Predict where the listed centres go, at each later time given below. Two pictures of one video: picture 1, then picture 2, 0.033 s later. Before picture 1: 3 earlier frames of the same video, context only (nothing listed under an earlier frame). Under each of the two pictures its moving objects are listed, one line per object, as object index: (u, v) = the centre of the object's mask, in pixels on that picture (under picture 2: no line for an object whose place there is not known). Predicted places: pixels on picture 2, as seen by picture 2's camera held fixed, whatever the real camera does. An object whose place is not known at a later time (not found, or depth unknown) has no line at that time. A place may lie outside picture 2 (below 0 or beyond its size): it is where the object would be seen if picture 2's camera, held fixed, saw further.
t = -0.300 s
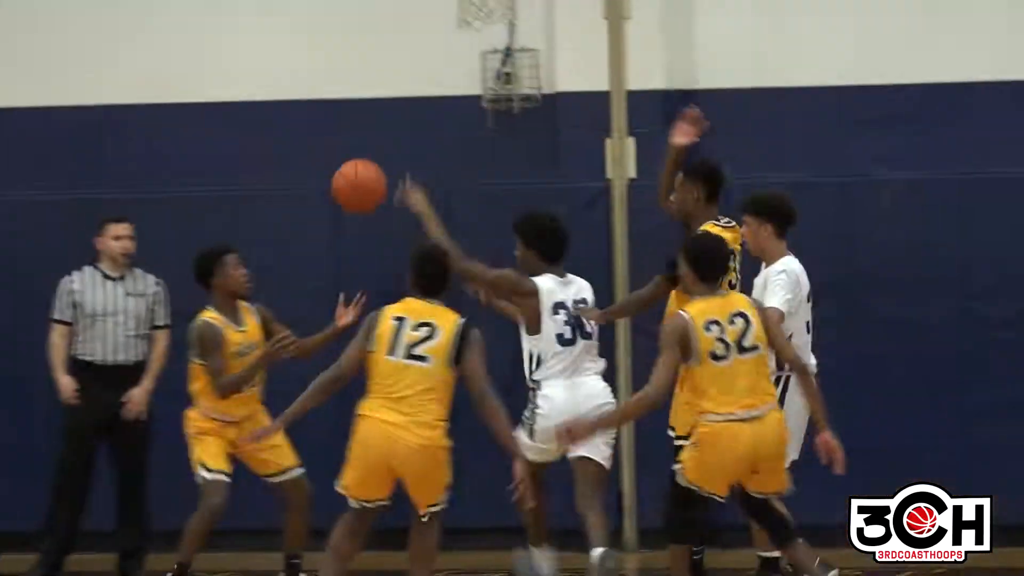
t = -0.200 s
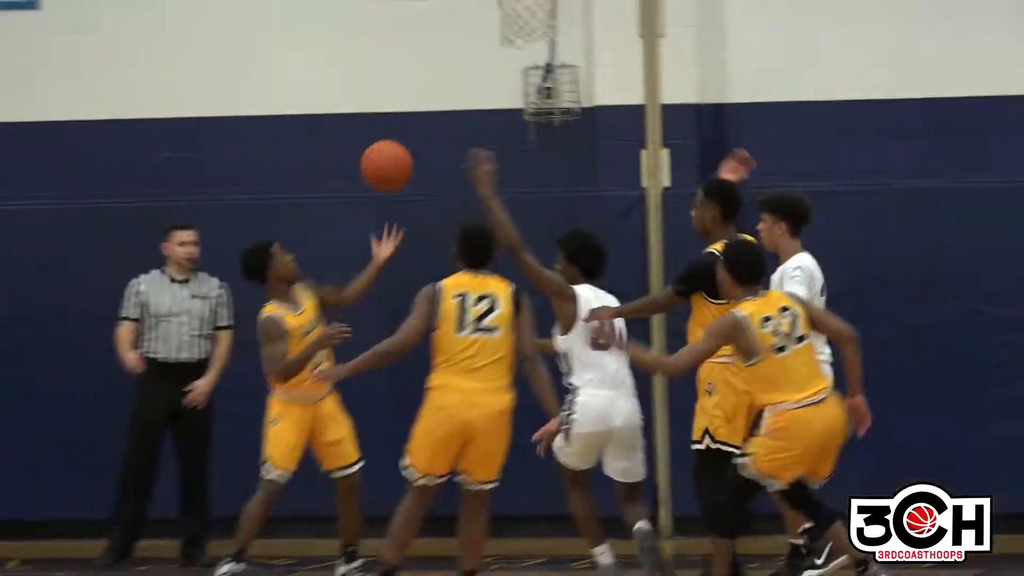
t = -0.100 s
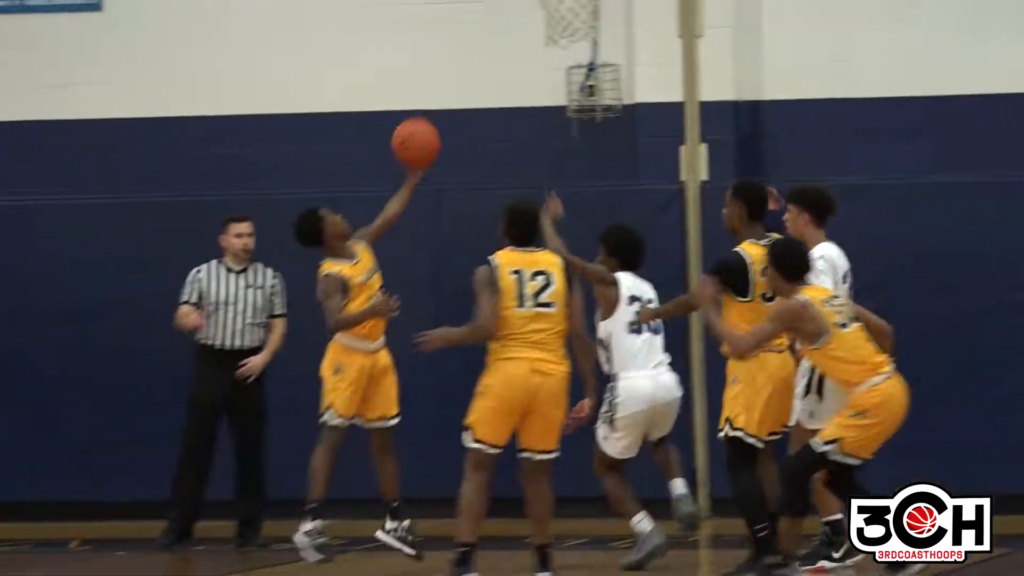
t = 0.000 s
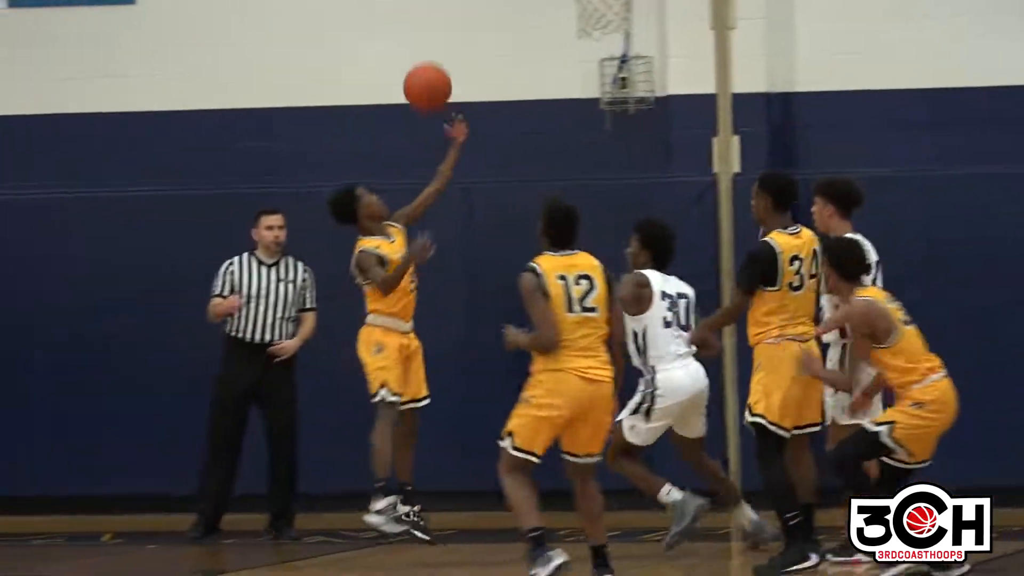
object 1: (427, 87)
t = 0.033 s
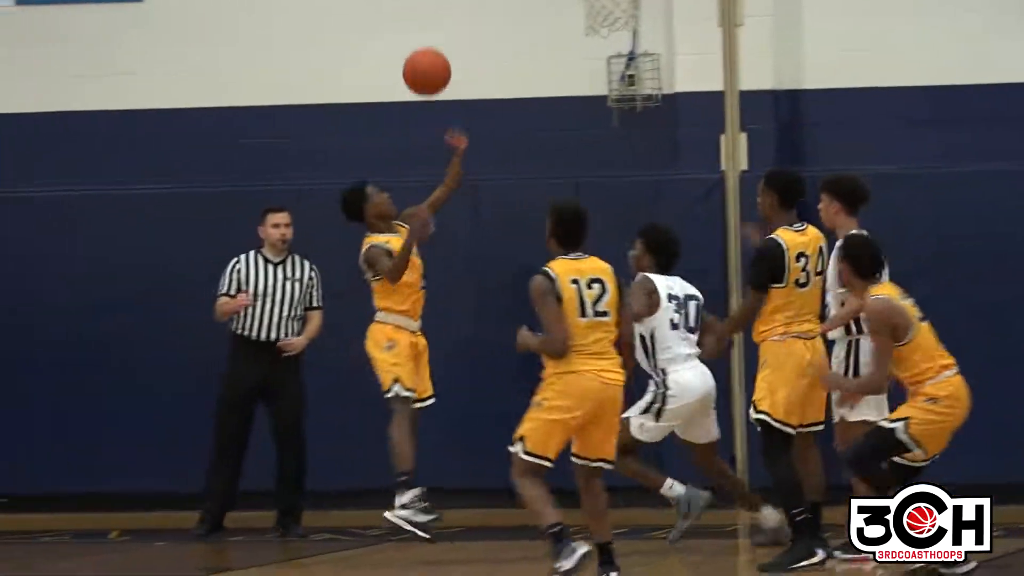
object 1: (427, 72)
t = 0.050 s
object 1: (423, 66)
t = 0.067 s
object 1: (418, 62)
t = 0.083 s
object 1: (415, 57)
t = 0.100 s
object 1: (411, 53)
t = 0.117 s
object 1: (406, 50)
